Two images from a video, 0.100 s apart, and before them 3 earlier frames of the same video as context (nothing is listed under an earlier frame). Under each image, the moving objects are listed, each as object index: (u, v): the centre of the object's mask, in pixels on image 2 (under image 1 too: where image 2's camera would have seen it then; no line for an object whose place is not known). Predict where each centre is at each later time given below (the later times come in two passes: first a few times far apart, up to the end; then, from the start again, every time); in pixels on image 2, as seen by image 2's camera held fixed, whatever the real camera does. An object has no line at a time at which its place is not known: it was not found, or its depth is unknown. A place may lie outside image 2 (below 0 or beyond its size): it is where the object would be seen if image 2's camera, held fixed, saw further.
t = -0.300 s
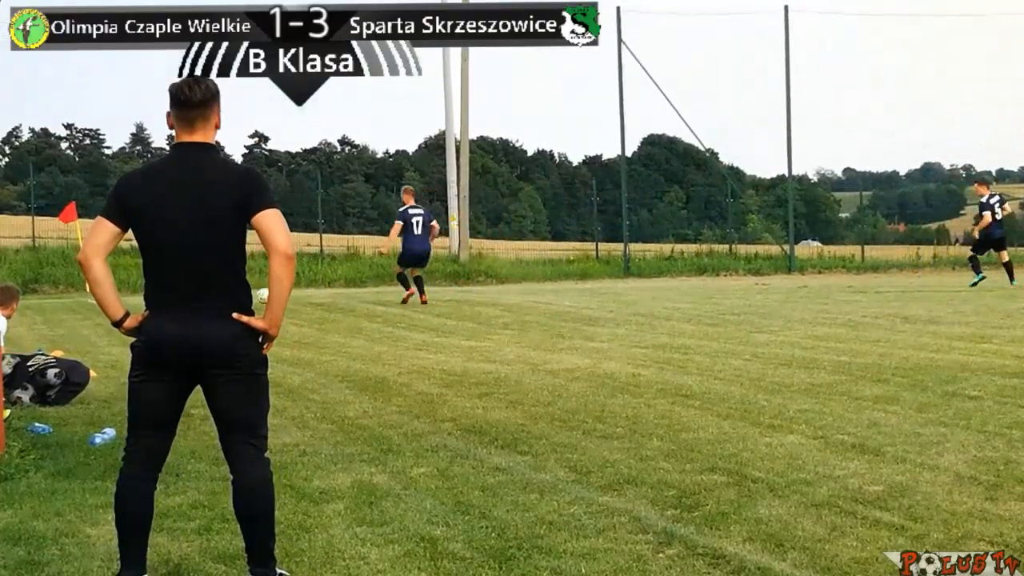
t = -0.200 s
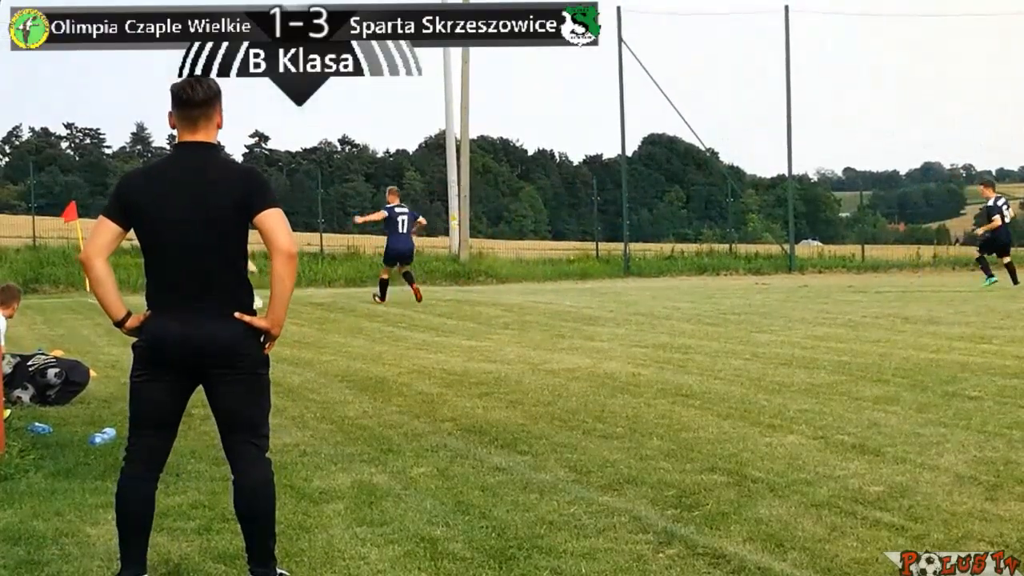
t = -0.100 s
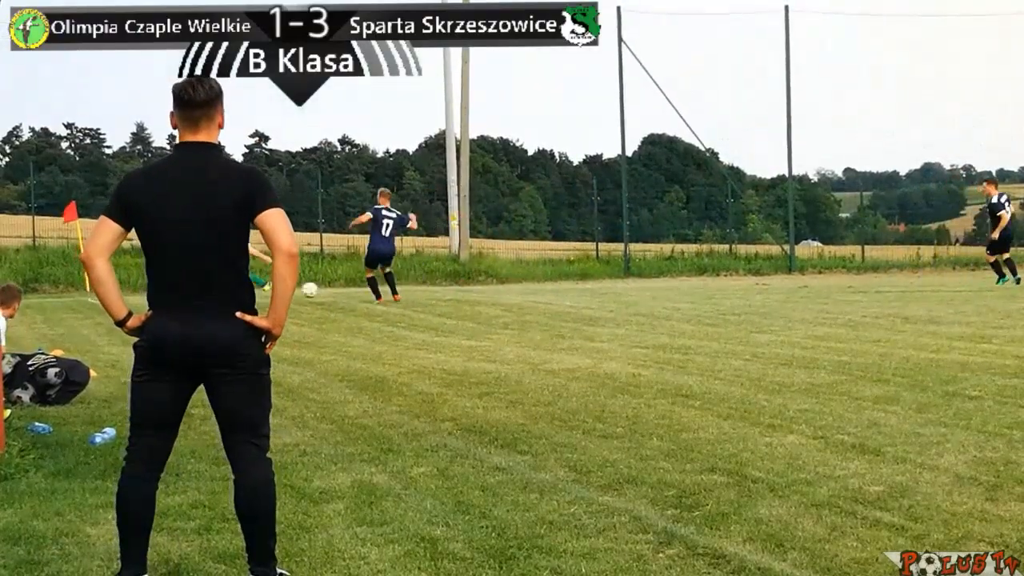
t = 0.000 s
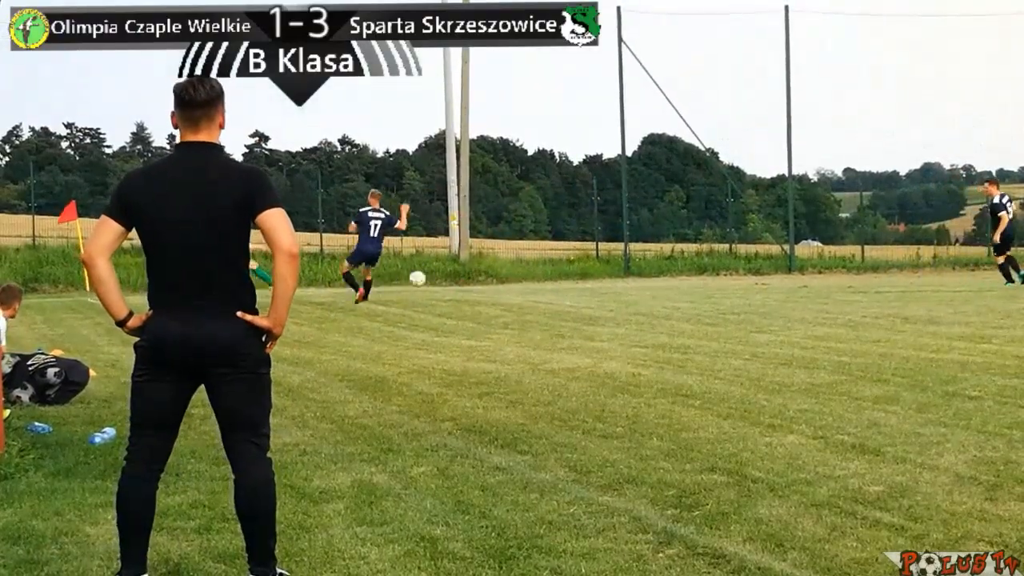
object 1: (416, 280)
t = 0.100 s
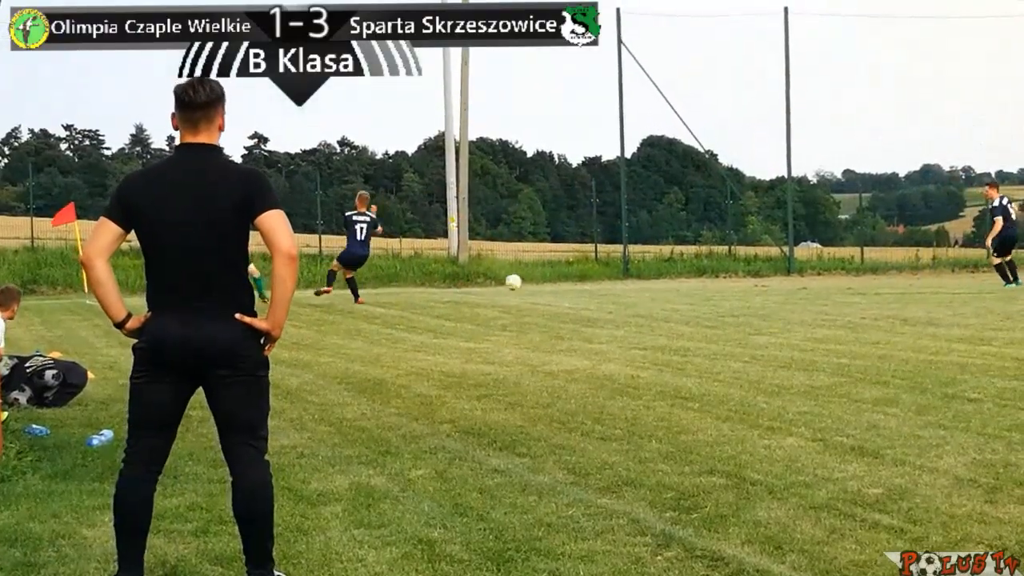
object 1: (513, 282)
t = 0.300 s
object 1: (699, 294)
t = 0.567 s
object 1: (907, 291)
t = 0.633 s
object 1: (951, 286)
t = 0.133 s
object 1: (545, 283)
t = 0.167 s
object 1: (579, 286)
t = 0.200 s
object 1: (611, 290)
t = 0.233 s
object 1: (644, 295)
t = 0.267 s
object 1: (673, 297)
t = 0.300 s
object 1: (699, 294)
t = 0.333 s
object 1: (724, 291)
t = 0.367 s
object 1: (749, 289)
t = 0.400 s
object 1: (775, 287)
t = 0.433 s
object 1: (801, 286)
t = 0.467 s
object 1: (827, 286)
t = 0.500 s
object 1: (853, 287)
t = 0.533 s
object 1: (880, 289)
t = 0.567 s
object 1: (907, 291)
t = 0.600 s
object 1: (929, 286)
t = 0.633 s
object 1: (951, 286)
